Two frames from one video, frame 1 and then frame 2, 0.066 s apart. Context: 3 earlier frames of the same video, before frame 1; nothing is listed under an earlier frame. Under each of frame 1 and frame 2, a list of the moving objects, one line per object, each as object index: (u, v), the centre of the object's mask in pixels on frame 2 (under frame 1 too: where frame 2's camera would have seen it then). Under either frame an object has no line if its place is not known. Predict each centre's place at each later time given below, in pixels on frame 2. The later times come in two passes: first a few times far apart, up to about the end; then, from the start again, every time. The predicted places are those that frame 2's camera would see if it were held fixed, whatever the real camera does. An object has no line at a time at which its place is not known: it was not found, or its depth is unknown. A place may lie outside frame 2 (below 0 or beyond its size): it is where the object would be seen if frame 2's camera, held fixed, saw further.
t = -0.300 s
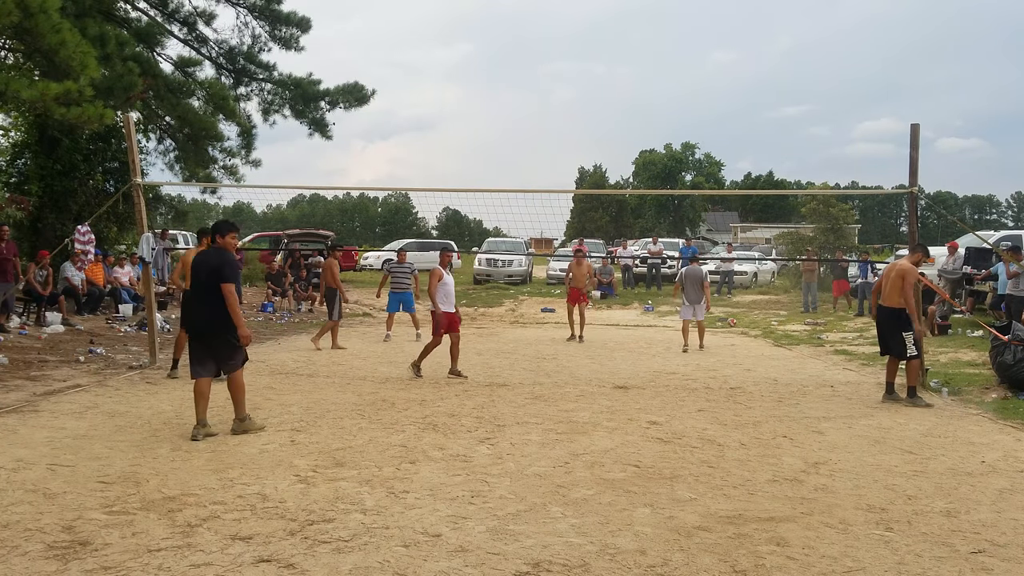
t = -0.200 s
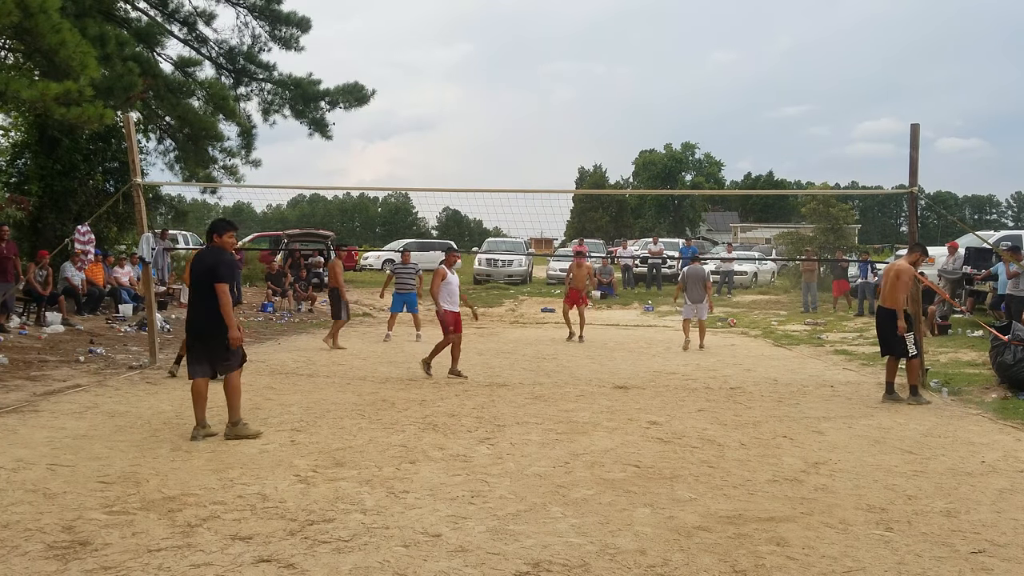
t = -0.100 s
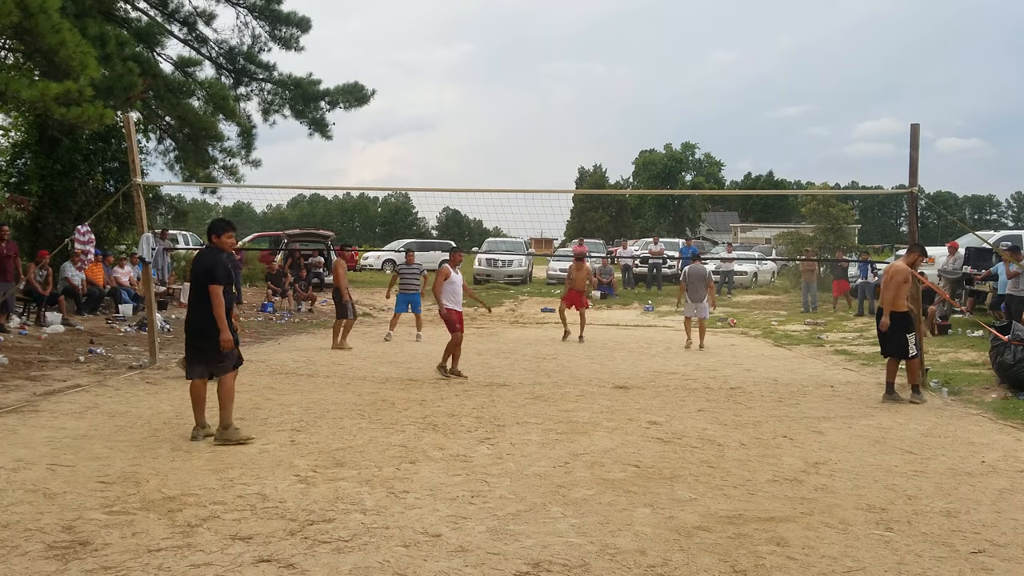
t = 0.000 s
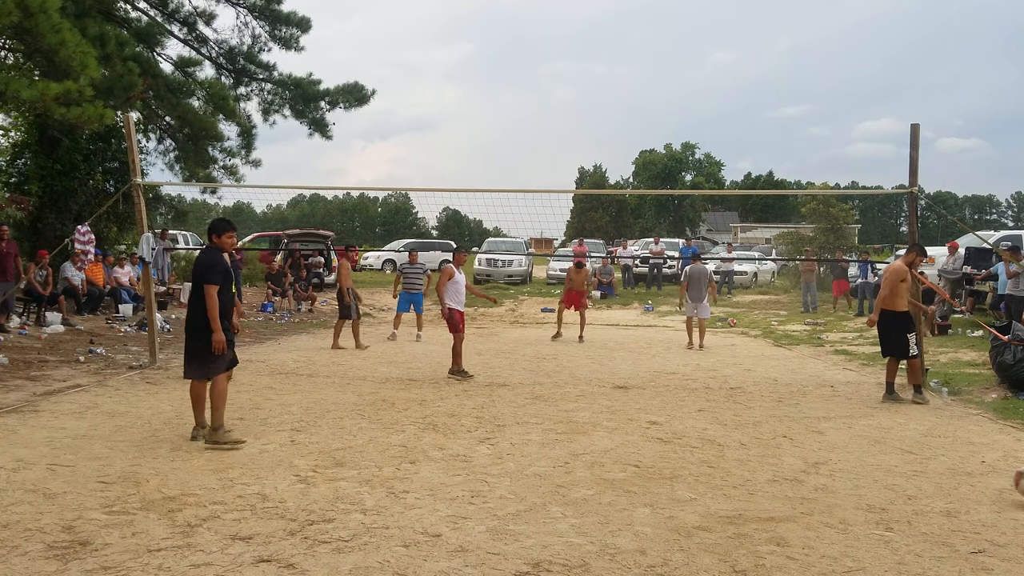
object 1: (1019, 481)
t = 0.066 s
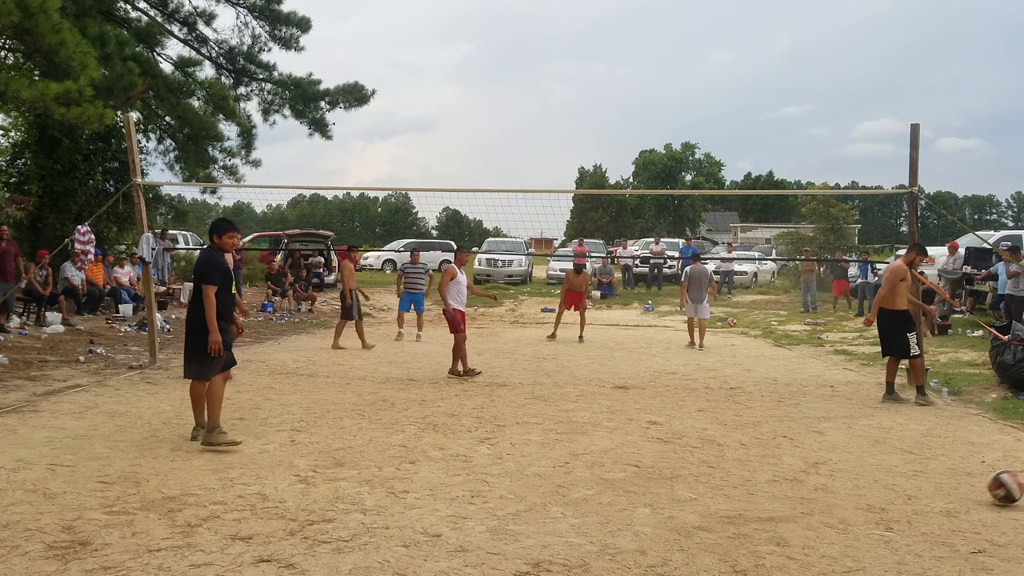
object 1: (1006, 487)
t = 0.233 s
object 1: (941, 486)
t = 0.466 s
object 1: (851, 490)
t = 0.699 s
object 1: (764, 489)
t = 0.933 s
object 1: (679, 489)
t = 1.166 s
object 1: (601, 483)
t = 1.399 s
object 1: (528, 480)
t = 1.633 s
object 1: (460, 481)
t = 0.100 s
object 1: (993, 489)
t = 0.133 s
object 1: (979, 486)
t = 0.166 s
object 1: (967, 484)
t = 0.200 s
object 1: (954, 484)
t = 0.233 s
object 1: (941, 486)
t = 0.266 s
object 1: (928, 490)
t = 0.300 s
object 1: (915, 489)
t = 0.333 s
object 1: (902, 489)
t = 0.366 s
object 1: (889, 490)
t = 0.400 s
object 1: (876, 491)
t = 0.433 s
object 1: (864, 490)
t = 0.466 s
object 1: (851, 490)
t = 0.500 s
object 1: (838, 489)
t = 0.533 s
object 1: (826, 489)
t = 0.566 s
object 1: (813, 489)
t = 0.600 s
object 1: (801, 489)
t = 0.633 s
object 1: (789, 489)
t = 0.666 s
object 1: (776, 489)
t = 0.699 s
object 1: (764, 489)
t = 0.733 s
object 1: (752, 490)
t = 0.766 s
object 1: (740, 490)
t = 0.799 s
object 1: (728, 489)
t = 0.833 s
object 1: (715, 488)
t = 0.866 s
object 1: (703, 487)
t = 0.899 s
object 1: (692, 488)
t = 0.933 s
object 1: (679, 489)
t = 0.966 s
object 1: (668, 490)
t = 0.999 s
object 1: (656, 488)
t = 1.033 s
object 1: (645, 486)
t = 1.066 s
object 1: (634, 485)
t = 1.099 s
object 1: (623, 487)
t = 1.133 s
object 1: (611, 485)
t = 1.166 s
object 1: (601, 483)
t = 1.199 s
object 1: (590, 481)
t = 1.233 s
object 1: (579, 482)
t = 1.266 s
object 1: (568, 485)
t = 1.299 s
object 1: (558, 484)
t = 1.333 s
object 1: (548, 481)
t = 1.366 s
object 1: (538, 480)
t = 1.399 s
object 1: (528, 480)
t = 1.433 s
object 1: (518, 483)
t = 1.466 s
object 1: (508, 481)
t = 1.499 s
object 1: (498, 479)
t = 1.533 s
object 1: (488, 479)
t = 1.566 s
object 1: (478, 481)
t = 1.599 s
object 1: (469, 482)
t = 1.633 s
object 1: (460, 481)
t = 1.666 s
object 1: (451, 480)
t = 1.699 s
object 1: (442, 482)
